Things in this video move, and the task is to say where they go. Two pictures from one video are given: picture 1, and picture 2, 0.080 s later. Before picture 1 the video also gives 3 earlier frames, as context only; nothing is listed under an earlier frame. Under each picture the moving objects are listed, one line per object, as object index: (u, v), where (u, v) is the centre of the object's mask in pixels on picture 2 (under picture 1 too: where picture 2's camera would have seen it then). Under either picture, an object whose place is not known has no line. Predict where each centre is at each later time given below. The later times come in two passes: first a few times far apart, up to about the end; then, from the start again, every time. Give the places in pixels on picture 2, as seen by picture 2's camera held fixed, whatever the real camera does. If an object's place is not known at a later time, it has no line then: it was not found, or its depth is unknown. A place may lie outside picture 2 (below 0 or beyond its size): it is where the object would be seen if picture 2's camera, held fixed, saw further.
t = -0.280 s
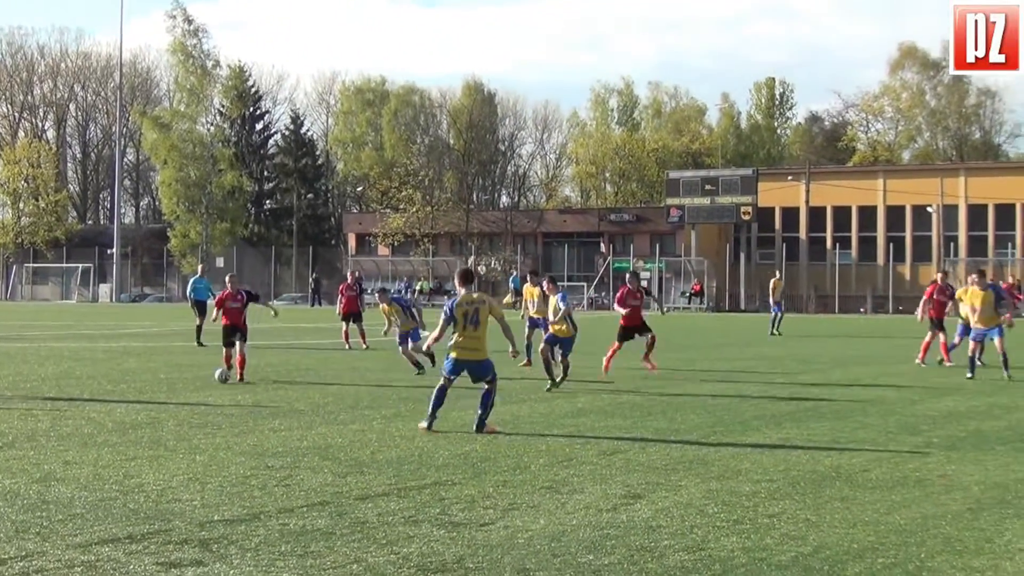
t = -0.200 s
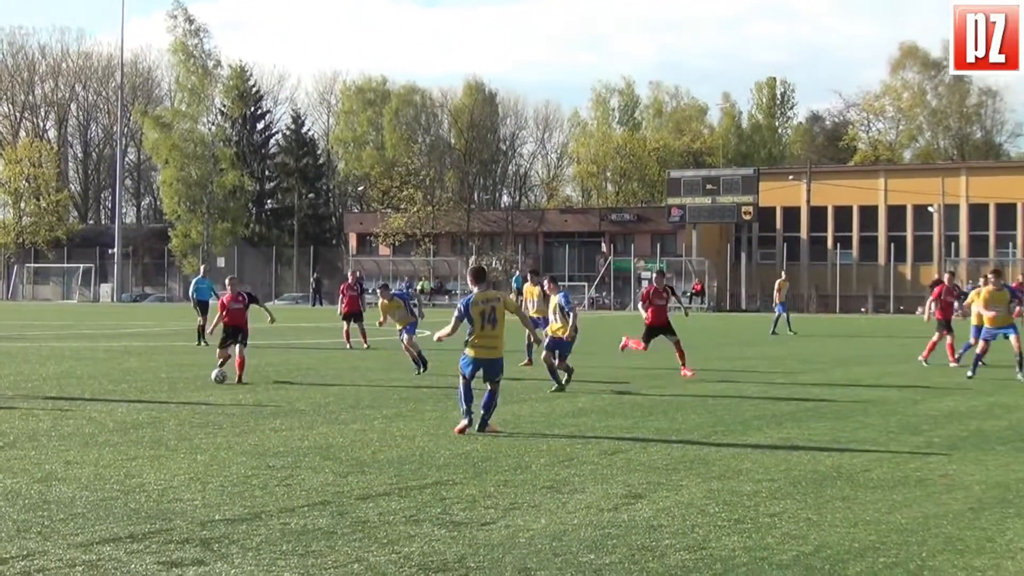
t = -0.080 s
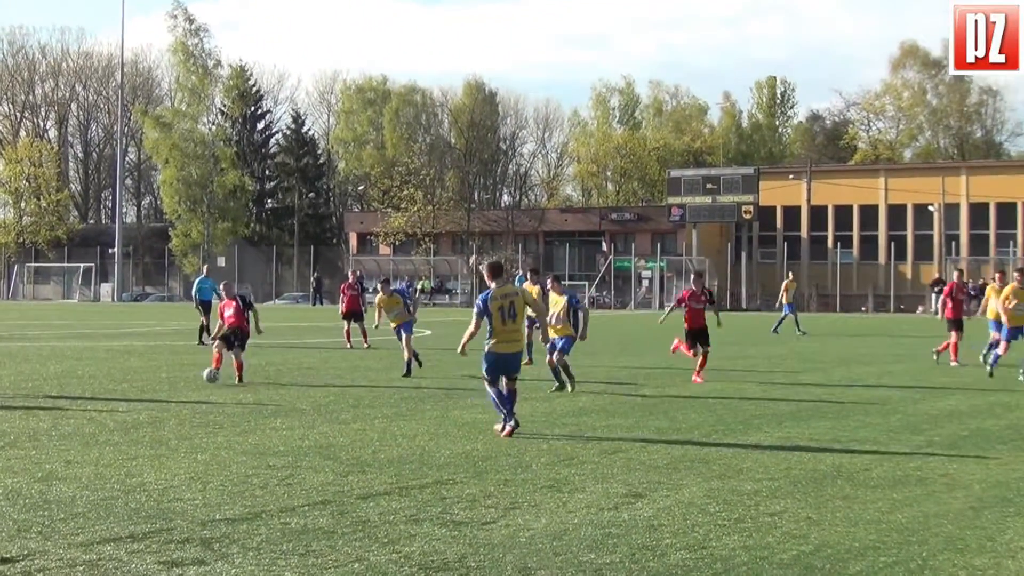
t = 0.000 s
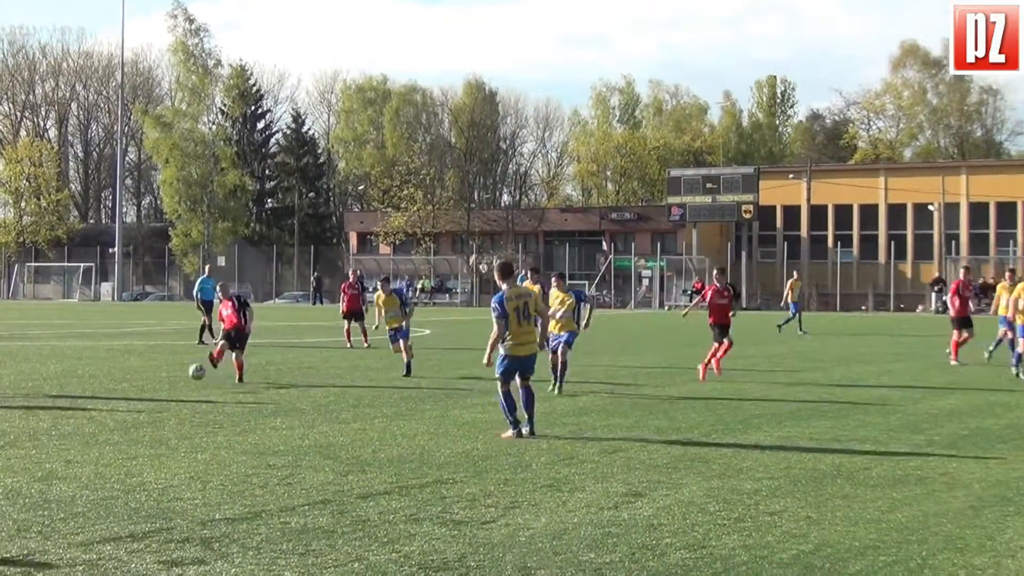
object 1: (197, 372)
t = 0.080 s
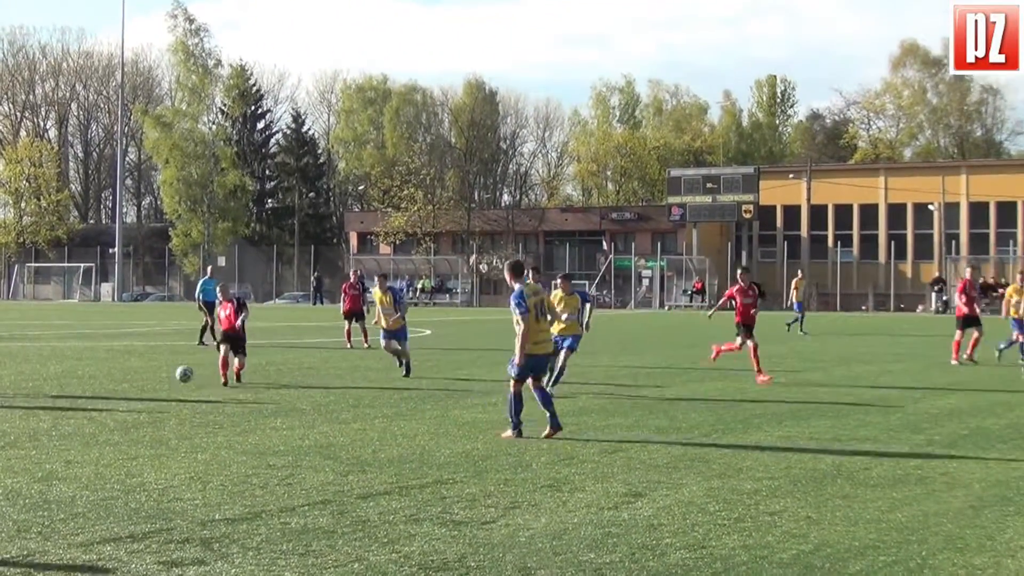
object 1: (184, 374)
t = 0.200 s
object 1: (165, 388)
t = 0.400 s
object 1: (139, 406)
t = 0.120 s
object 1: (178, 377)
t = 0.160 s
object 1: (171, 382)
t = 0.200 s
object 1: (165, 388)
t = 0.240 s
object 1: (158, 396)
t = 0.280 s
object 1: (152, 407)
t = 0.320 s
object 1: (147, 408)
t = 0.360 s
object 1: (143, 406)
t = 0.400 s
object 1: (139, 406)
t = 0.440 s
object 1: (135, 408)
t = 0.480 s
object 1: (130, 412)
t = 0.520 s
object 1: (125, 419)
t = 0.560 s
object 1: (120, 428)
